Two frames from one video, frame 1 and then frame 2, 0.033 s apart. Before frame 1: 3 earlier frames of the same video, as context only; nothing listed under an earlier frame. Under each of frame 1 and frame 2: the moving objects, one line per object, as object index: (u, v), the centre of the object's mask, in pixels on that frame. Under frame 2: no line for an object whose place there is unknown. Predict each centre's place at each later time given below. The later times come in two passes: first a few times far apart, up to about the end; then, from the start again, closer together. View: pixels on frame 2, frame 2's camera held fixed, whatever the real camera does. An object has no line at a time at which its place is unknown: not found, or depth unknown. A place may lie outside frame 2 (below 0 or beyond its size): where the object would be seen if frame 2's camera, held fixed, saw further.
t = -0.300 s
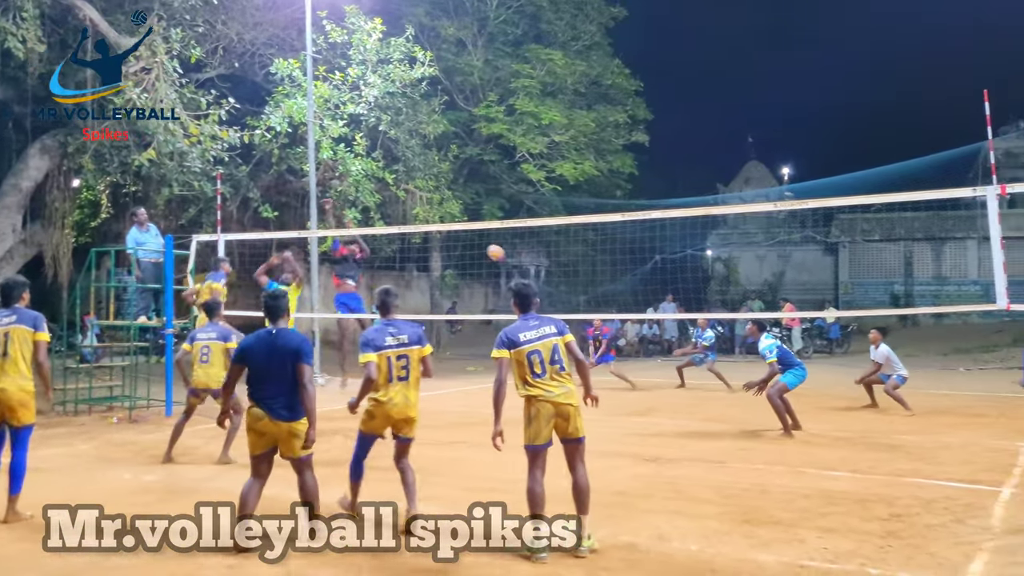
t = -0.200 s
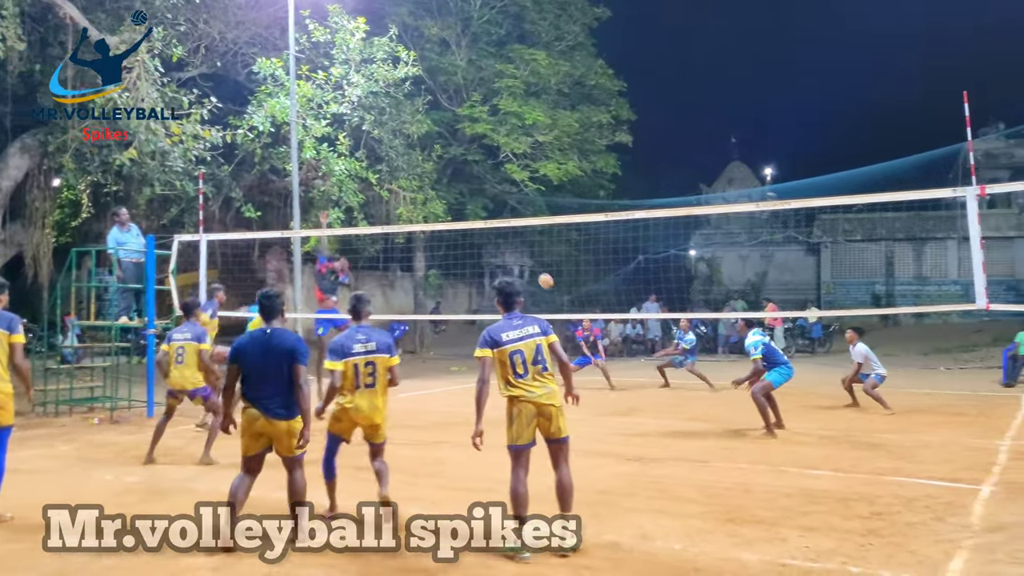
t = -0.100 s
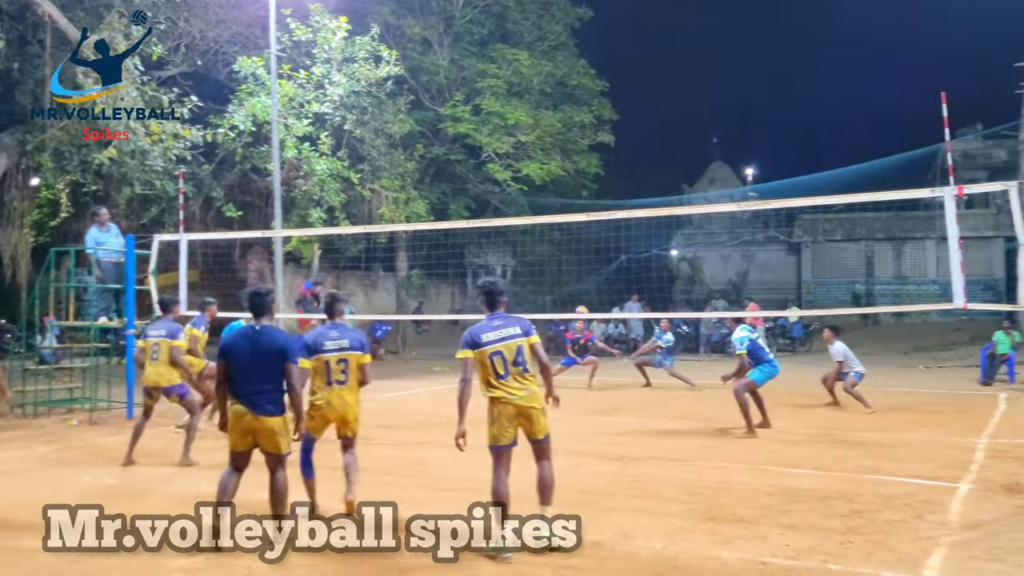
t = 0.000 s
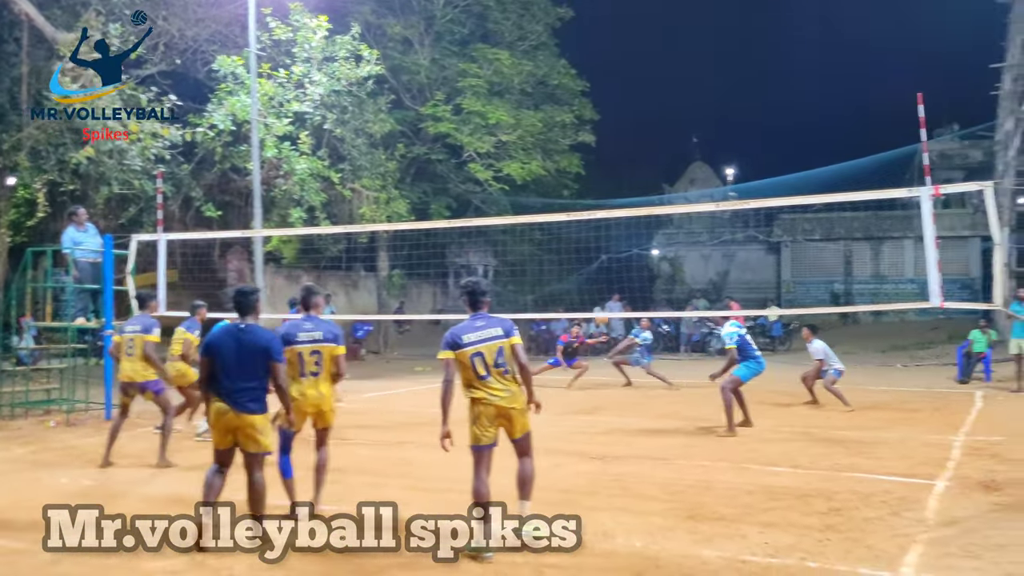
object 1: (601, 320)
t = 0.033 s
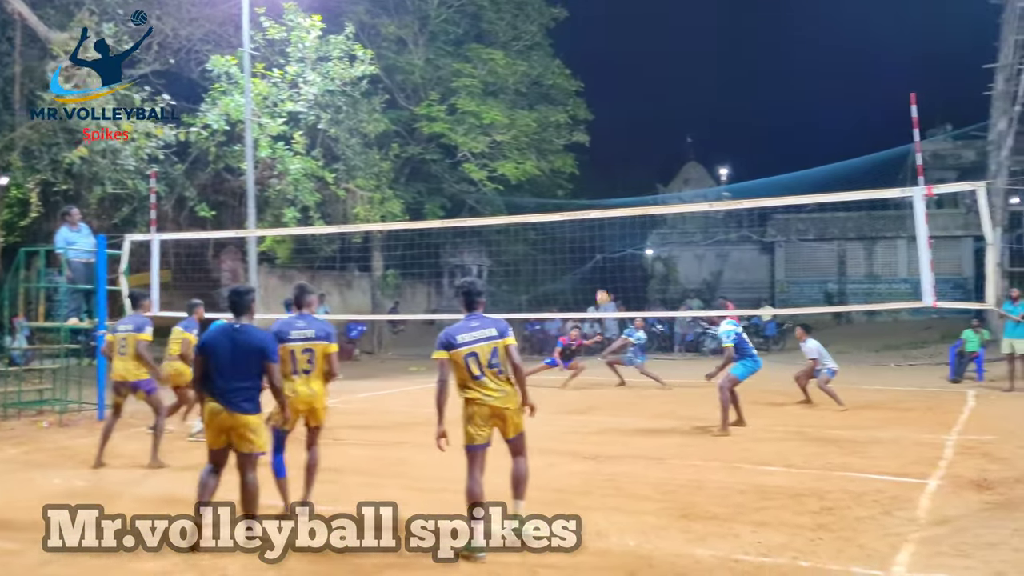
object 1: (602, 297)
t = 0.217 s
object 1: (641, 201)
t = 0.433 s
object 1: (685, 124)
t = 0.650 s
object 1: (726, 78)
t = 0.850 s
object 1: (761, 61)
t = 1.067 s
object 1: (796, 69)
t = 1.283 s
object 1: (830, 101)
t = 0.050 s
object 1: (605, 288)
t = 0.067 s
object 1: (609, 278)
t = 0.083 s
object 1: (612, 270)
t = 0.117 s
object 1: (620, 251)
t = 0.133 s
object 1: (623, 243)
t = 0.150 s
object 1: (627, 234)
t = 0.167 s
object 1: (631, 226)
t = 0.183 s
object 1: (634, 220)
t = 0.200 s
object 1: (638, 206)
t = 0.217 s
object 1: (641, 201)
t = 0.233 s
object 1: (645, 196)
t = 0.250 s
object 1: (648, 188)
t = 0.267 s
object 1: (652, 182)
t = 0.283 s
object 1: (655, 175)
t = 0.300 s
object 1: (658, 168)
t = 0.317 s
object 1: (662, 163)
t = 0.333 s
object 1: (665, 156)
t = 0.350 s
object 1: (669, 150)
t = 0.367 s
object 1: (672, 145)
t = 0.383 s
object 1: (675, 139)
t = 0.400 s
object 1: (679, 134)
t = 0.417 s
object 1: (682, 129)
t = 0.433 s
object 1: (685, 124)
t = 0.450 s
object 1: (688, 119)
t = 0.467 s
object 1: (691, 115)
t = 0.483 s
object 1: (694, 111)
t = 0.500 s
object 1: (698, 107)
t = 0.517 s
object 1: (701, 103)
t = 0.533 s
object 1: (704, 99)
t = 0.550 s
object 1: (707, 95)
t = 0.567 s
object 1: (710, 92)
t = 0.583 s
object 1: (713, 89)
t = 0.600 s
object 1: (717, 86)
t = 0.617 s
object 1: (720, 83)
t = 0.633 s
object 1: (723, 80)
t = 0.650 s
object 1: (726, 78)
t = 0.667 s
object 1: (729, 76)
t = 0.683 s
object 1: (732, 73)
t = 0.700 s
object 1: (735, 71)
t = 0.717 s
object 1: (738, 70)
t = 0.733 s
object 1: (741, 68)
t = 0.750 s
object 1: (744, 67)
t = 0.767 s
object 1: (746, 66)
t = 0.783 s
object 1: (749, 64)
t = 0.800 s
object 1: (752, 63)
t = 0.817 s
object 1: (755, 63)
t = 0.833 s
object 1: (758, 62)
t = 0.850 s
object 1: (761, 61)
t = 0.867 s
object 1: (764, 61)
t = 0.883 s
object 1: (767, 61)
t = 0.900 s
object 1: (769, 61)
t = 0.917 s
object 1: (772, 61)
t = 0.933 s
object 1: (775, 61)
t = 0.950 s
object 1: (778, 62)
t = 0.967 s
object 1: (780, 63)
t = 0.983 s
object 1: (783, 63)
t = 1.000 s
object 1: (786, 64)
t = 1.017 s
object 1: (789, 65)
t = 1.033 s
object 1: (791, 66)
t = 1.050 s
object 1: (794, 68)
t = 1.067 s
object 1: (796, 69)
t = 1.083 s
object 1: (799, 71)
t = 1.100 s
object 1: (802, 73)
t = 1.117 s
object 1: (804, 74)
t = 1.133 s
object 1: (807, 76)
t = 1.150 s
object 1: (810, 79)
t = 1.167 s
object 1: (812, 81)
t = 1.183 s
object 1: (815, 83)
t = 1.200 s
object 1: (818, 86)
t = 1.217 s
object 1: (820, 89)
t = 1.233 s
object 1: (823, 91)
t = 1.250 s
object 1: (826, 95)
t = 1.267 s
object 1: (828, 98)
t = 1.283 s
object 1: (830, 101)
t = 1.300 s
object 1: (833, 104)
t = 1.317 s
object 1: (836, 108)
